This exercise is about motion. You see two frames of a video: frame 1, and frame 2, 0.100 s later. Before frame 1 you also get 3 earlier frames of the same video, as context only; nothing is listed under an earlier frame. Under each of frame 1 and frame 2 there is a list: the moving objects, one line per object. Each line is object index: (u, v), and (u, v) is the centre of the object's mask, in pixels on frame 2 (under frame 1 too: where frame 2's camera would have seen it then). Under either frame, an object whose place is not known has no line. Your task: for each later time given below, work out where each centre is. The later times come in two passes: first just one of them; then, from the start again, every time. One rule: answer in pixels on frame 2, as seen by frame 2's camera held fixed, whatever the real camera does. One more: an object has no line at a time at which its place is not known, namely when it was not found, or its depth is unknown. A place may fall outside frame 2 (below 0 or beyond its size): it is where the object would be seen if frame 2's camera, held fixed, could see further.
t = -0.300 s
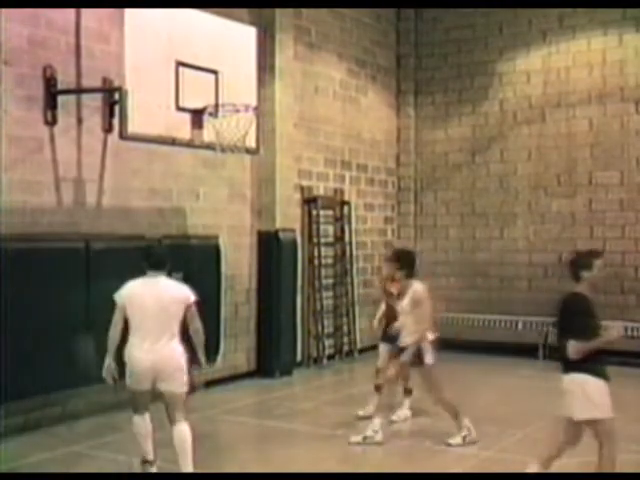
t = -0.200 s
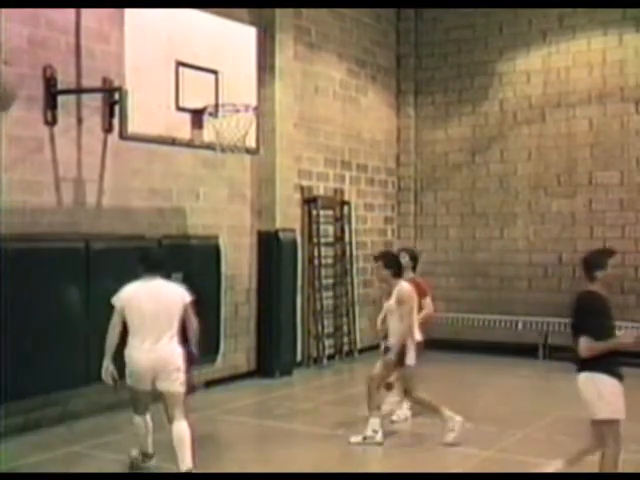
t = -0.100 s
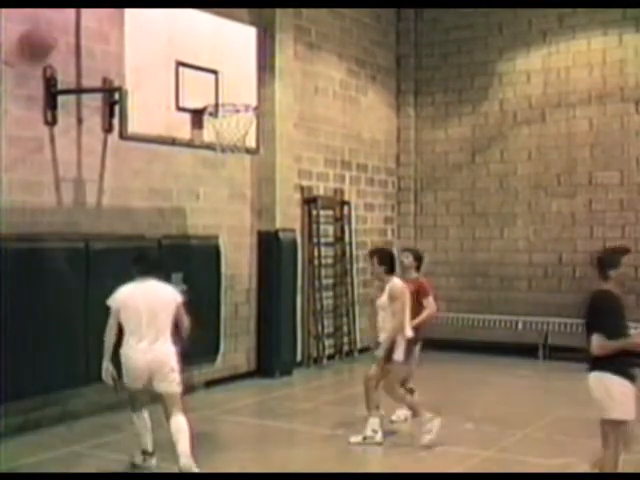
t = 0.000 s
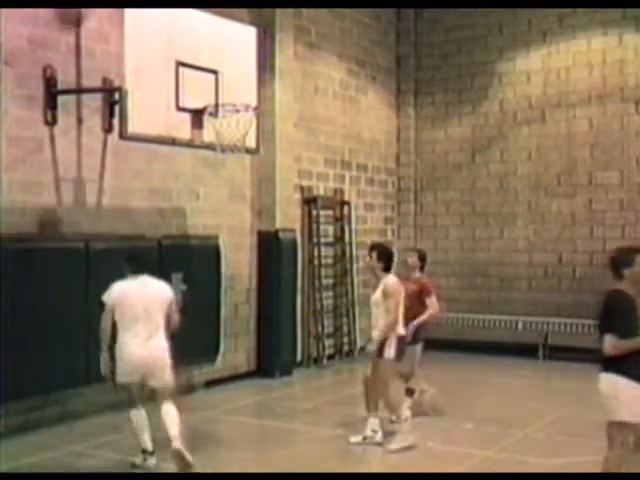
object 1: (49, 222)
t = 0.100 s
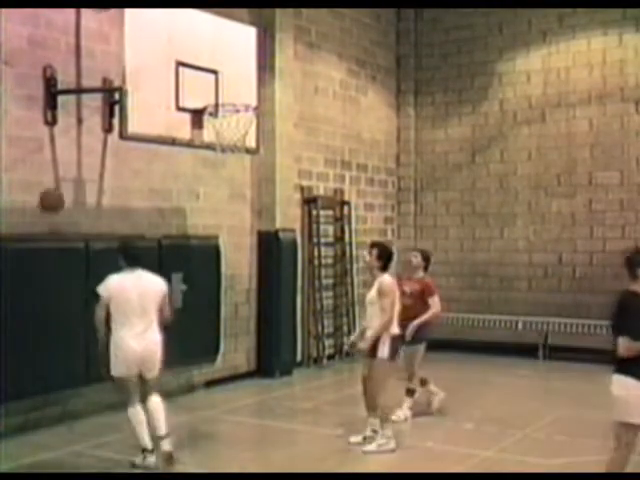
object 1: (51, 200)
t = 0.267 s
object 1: (54, 189)
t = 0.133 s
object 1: (52, 196)
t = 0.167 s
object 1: (52, 192)
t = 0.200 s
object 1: (53, 191)
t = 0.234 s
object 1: (53, 190)
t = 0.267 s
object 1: (54, 189)
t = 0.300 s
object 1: (54, 190)
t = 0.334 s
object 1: (55, 192)
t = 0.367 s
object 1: (55, 195)
